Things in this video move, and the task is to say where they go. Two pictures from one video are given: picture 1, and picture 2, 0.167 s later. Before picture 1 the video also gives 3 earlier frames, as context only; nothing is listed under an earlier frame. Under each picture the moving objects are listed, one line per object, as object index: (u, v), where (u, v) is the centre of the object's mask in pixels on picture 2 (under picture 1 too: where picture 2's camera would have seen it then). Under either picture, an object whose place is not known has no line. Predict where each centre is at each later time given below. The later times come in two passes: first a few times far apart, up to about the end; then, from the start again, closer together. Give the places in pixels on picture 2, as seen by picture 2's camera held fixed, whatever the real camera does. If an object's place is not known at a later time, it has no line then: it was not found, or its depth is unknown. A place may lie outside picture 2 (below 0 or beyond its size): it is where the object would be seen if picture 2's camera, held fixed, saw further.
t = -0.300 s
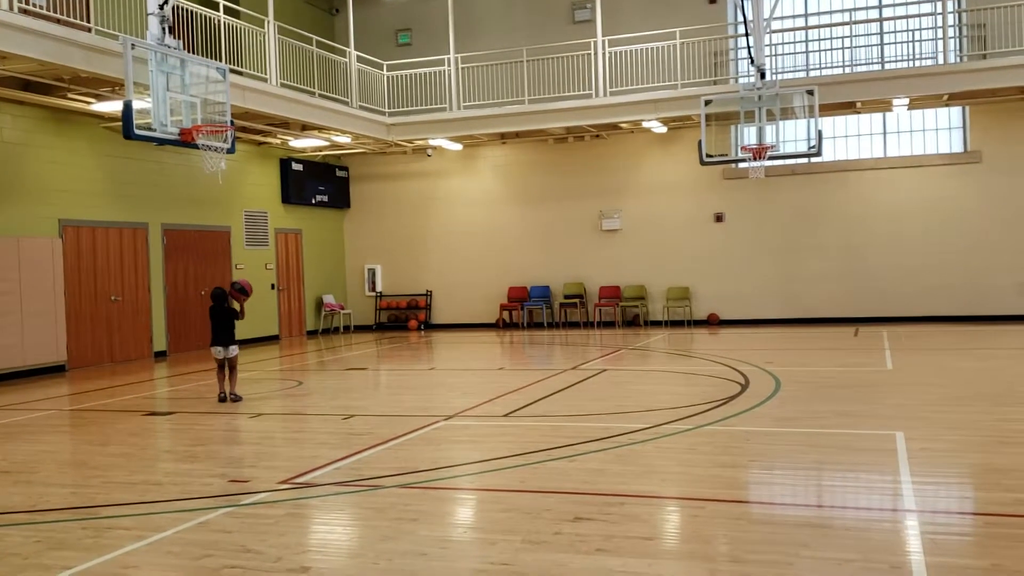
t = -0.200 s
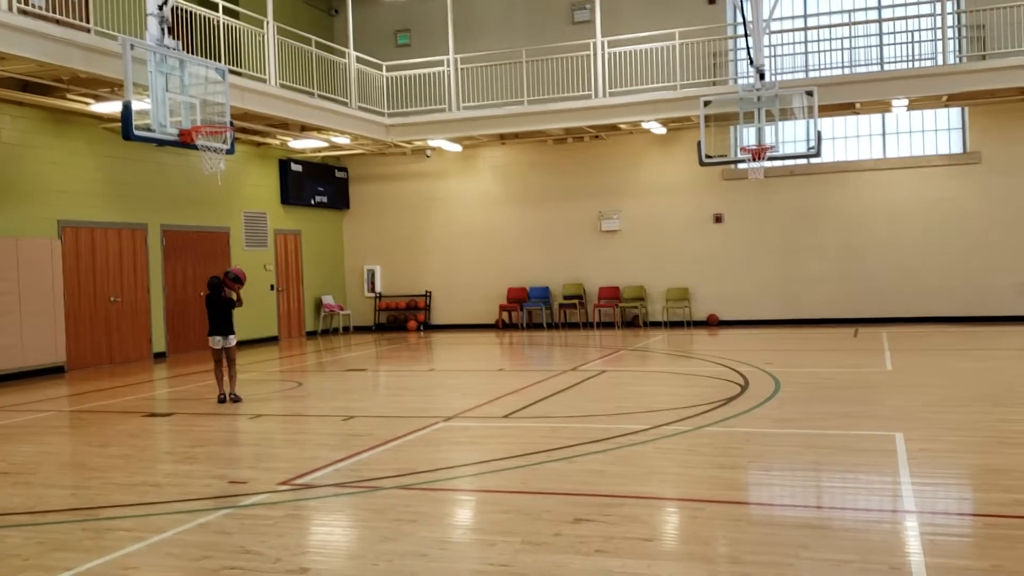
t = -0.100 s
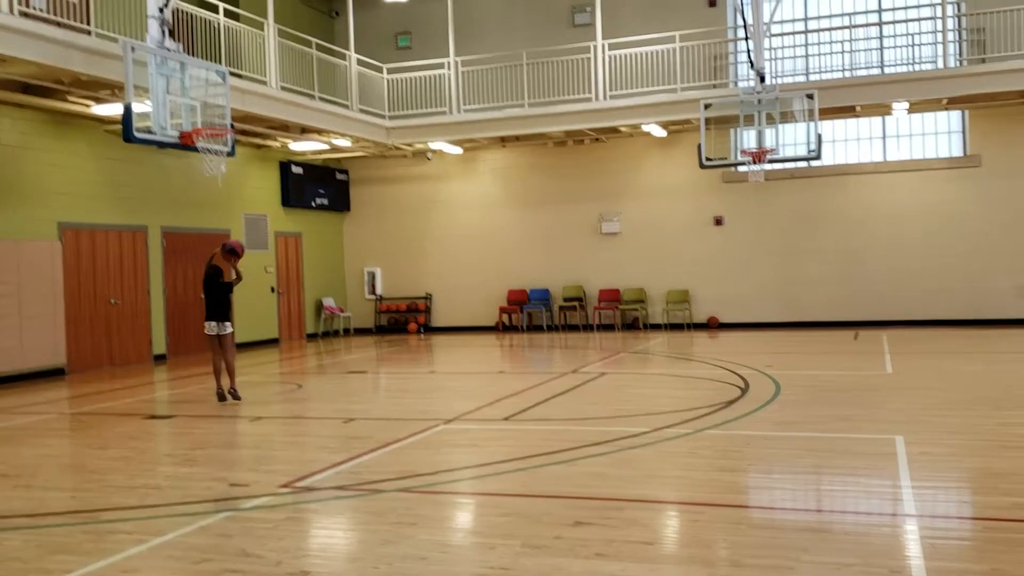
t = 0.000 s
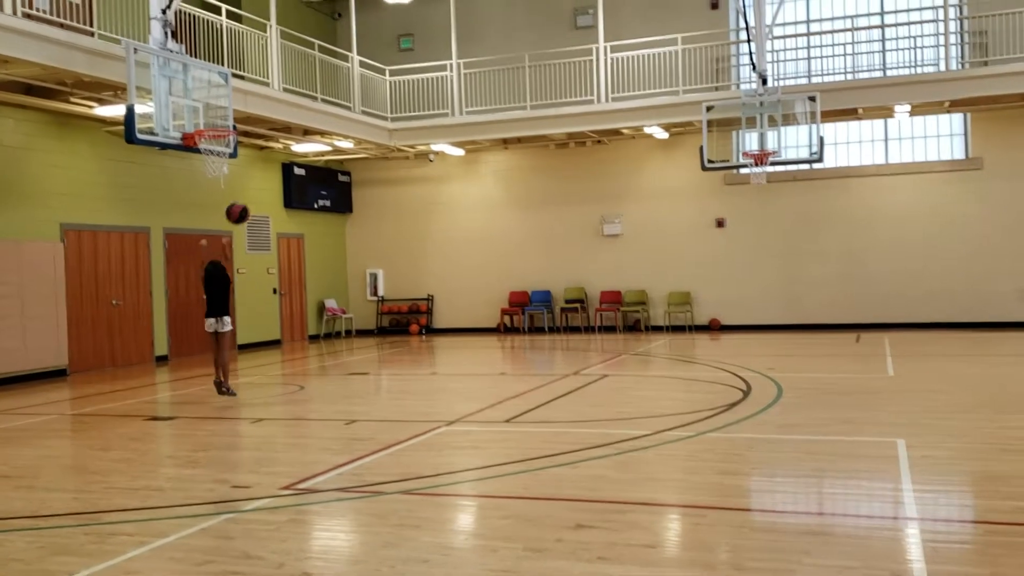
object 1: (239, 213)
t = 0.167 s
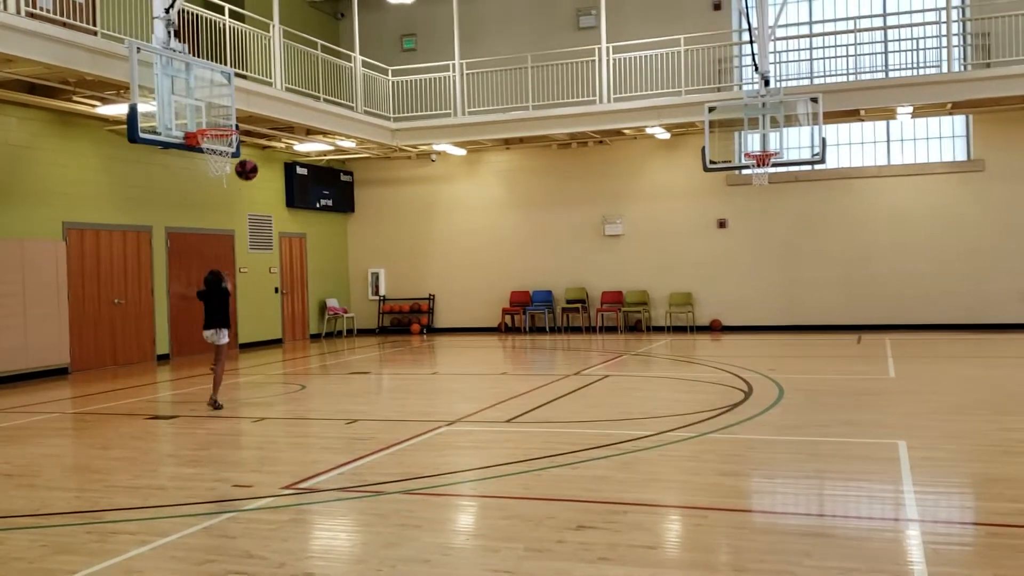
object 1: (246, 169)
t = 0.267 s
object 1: (251, 156)
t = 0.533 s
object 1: (263, 166)
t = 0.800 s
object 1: (276, 233)
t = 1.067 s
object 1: (290, 352)
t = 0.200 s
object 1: (248, 164)
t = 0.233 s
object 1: (249, 160)
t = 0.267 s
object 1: (251, 156)
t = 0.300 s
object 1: (252, 154)
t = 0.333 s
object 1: (253, 153)
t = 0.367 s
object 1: (255, 153)
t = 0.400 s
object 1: (256, 153)
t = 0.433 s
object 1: (258, 155)
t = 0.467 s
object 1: (259, 157)
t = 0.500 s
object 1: (261, 161)
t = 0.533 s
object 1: (263, 166)
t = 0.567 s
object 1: (265, 171)
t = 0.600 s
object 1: (266, 177)
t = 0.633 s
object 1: (268, 184)
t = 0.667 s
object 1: (270, 192)
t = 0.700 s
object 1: (271, 201)
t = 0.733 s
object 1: (272, 211)
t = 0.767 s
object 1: (274, 221)
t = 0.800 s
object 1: (276, 233)
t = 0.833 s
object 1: (278, 245)
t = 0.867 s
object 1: (279, 258)
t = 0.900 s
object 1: (280, 271)
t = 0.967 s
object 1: (284, 301)
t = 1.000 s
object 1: (286, 317)
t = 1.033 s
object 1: (288, 334)
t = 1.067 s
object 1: (290, 352)
